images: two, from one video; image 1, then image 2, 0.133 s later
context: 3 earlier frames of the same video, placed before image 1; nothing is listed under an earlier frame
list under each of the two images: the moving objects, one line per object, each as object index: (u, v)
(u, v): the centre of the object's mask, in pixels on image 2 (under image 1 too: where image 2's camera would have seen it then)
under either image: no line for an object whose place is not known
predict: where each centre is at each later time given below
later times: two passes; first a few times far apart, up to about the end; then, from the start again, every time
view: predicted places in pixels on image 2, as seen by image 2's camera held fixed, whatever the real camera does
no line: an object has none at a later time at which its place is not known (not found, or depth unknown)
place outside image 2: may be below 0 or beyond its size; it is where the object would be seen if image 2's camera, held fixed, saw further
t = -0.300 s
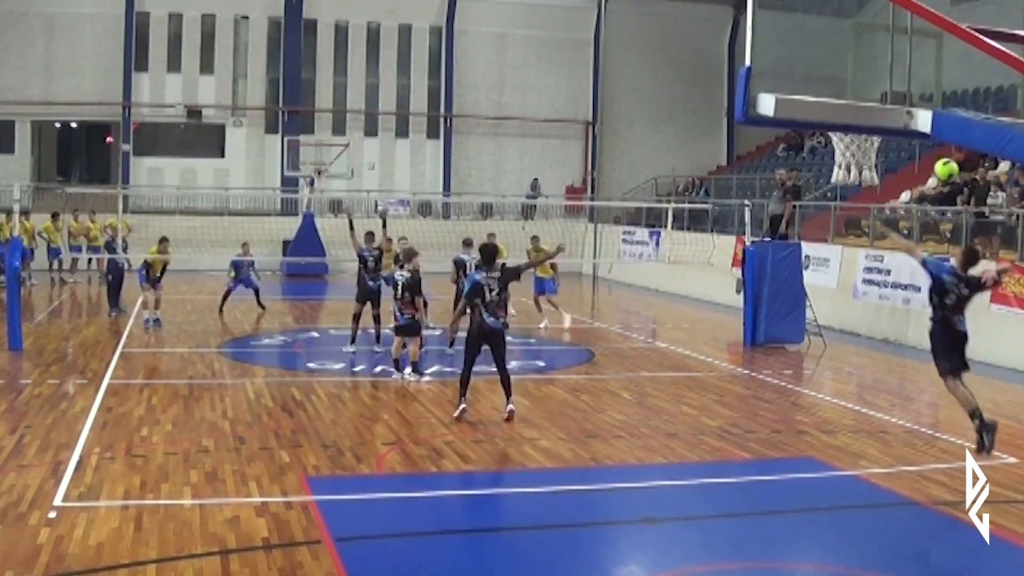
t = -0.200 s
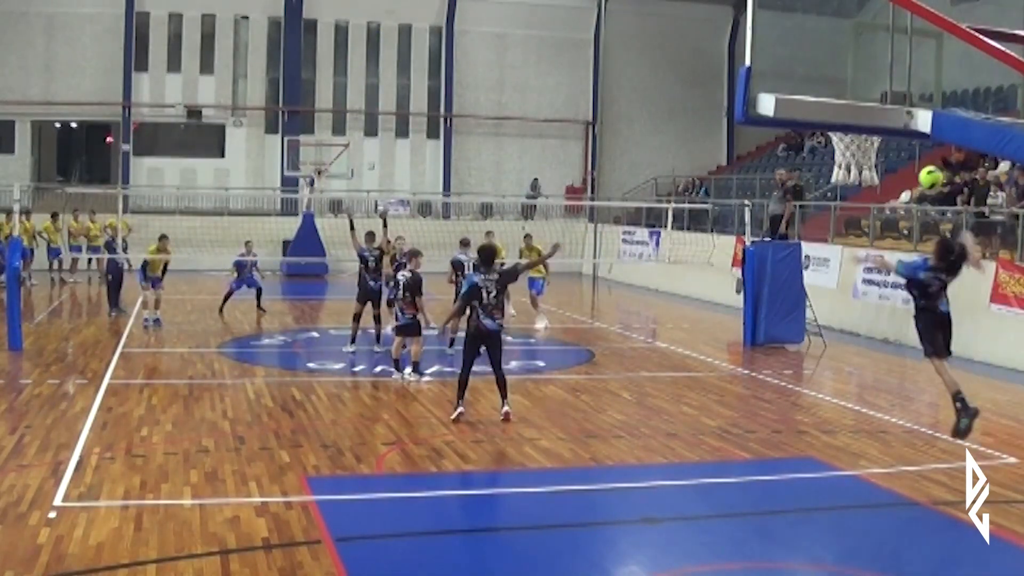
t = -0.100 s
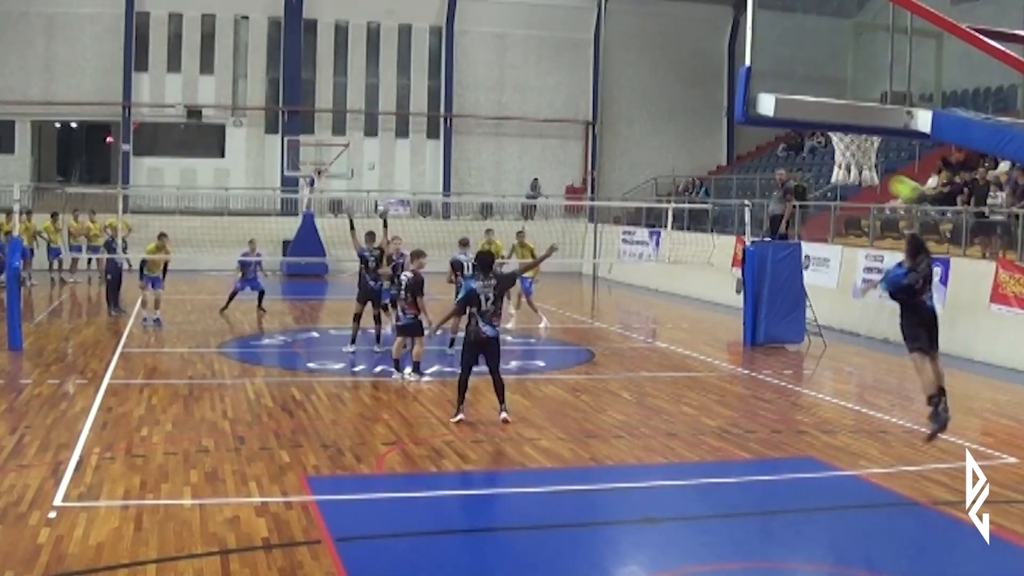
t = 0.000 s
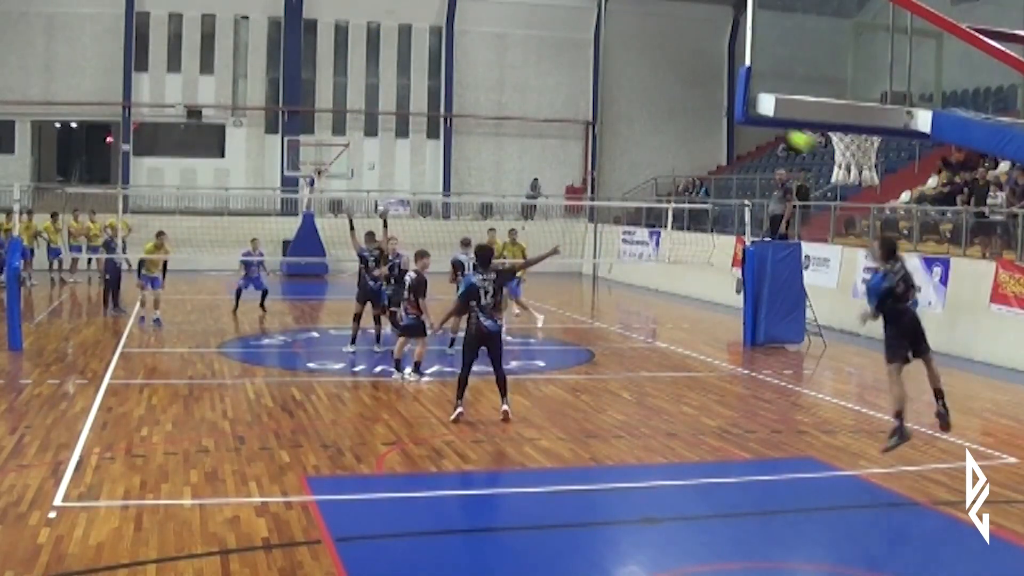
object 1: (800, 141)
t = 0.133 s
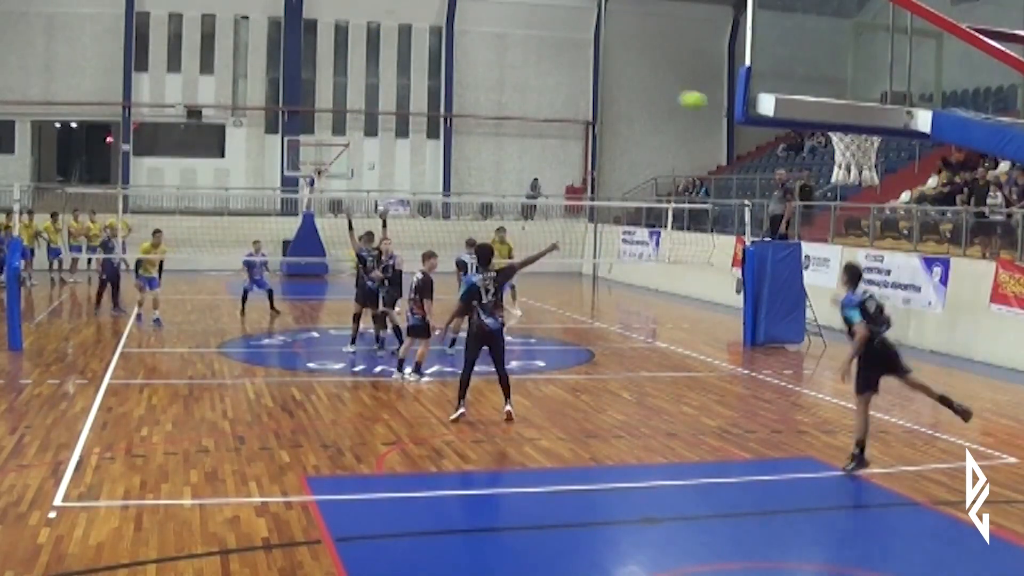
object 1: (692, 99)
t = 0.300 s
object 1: (585, 77)
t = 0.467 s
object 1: (502, 81)
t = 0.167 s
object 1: (669, 92)
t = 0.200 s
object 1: (646, 87)
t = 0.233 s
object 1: (624, 83)
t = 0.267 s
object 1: (604, 79)
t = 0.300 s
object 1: (585, 77)
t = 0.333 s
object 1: (567, 77)
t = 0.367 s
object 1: (550, 76)
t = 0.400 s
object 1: (534, 77)
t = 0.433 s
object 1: (518, 79)
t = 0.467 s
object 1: (502, 81)
